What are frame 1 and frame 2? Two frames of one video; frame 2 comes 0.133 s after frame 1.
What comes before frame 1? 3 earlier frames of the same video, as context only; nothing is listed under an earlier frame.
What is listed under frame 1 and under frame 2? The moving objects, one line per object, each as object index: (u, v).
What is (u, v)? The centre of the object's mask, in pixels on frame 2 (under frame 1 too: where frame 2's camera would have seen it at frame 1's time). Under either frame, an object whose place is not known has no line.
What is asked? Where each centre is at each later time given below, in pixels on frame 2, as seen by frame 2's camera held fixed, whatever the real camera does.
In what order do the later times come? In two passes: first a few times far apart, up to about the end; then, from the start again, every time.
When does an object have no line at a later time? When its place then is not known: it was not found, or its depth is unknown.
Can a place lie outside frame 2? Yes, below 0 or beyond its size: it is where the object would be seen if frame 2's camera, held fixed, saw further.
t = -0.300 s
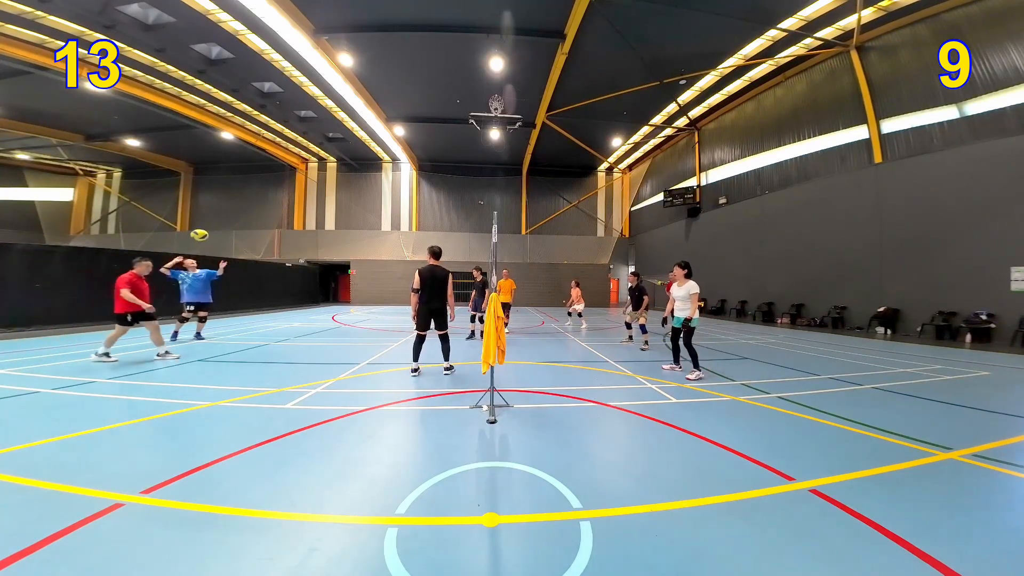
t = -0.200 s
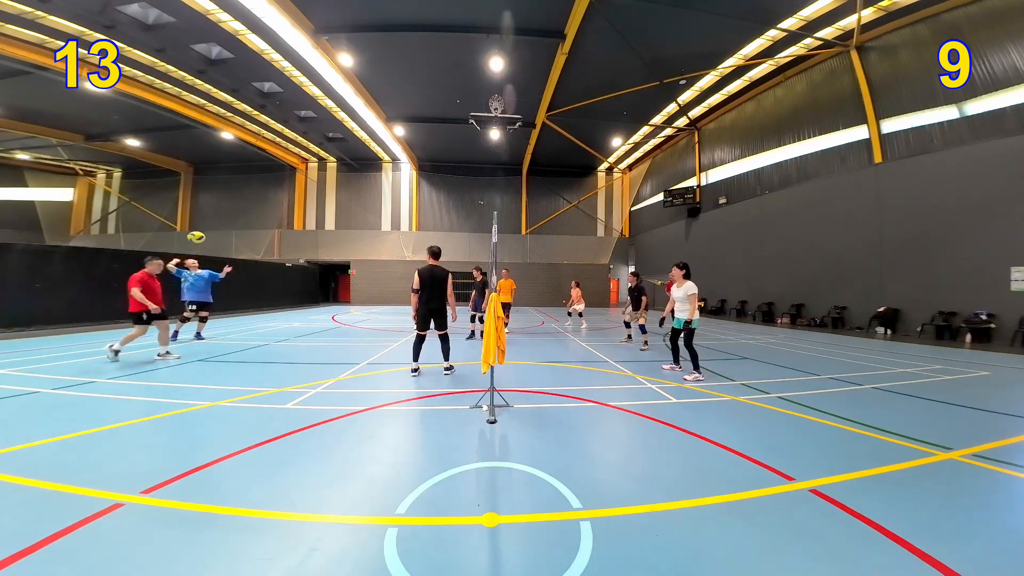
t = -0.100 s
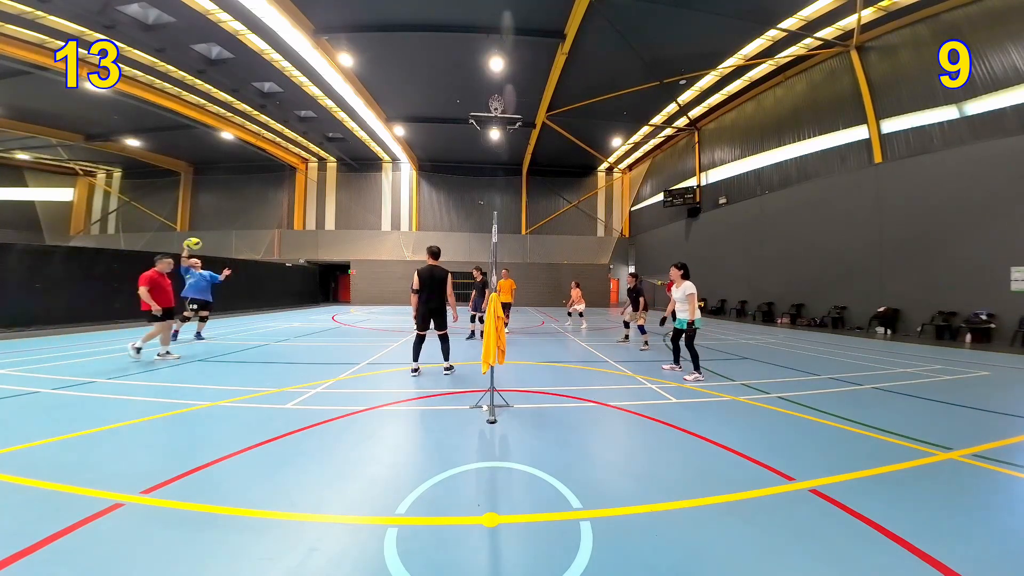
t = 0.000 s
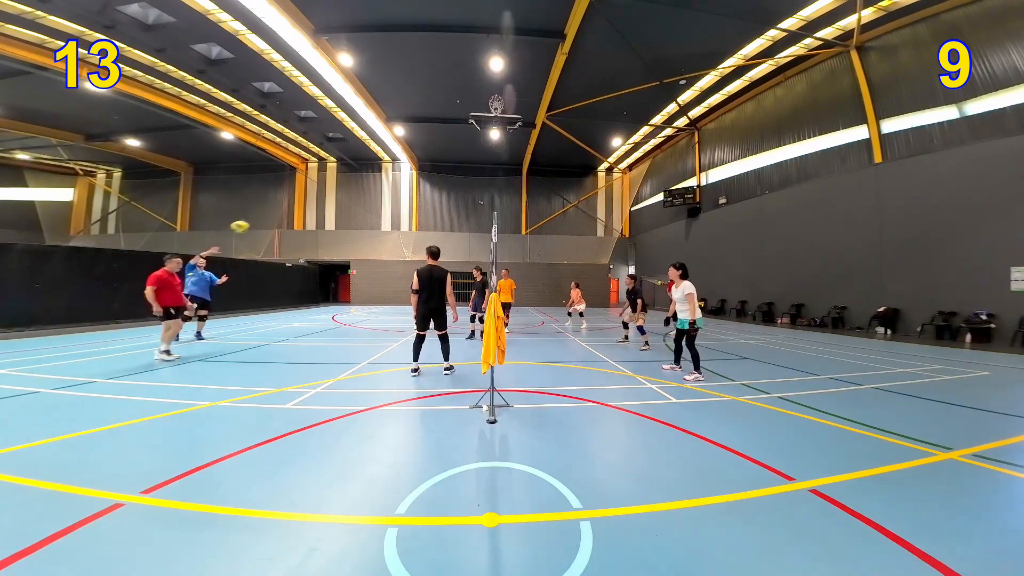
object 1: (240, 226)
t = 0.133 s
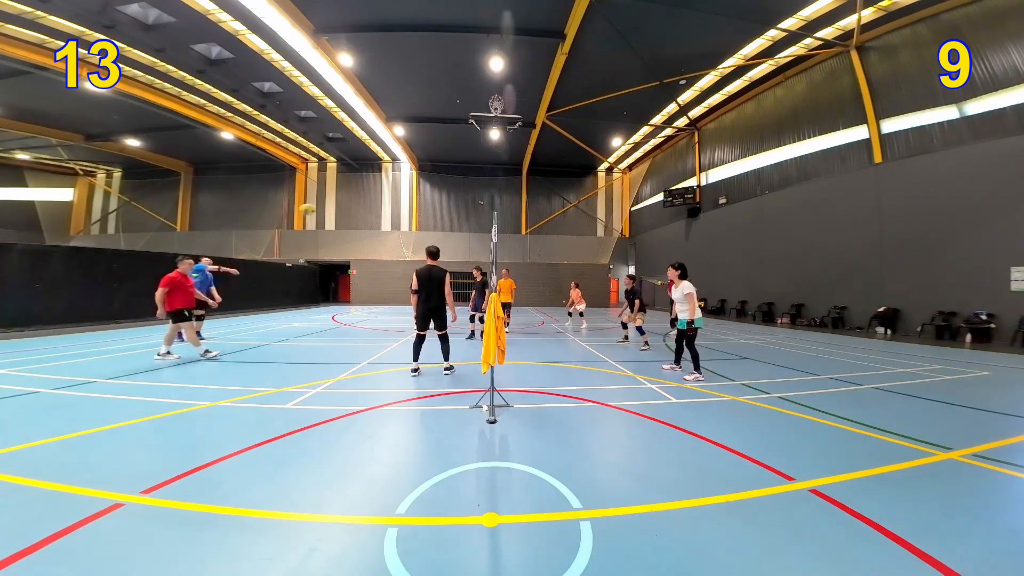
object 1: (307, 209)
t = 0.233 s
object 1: (356, 204)
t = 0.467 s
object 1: (464, 215)
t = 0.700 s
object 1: (563, 253)
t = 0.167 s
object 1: (323, 208)
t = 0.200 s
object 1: (340, 206)
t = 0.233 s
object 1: (356, 204)
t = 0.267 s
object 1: (372, 204)
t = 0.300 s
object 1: (388, 205)
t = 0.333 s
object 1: (403, 206)
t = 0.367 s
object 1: (419, 207)
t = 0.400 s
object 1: (434, 209)
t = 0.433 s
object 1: (449, 212)
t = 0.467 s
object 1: (464, 215)
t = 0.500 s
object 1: (478, 219)
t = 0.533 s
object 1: (490, 223)
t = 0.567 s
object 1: (507, 228)
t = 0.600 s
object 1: (521, 233)
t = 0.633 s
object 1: (535, 239)
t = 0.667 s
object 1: (549, 246)
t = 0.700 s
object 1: (563, 253)
